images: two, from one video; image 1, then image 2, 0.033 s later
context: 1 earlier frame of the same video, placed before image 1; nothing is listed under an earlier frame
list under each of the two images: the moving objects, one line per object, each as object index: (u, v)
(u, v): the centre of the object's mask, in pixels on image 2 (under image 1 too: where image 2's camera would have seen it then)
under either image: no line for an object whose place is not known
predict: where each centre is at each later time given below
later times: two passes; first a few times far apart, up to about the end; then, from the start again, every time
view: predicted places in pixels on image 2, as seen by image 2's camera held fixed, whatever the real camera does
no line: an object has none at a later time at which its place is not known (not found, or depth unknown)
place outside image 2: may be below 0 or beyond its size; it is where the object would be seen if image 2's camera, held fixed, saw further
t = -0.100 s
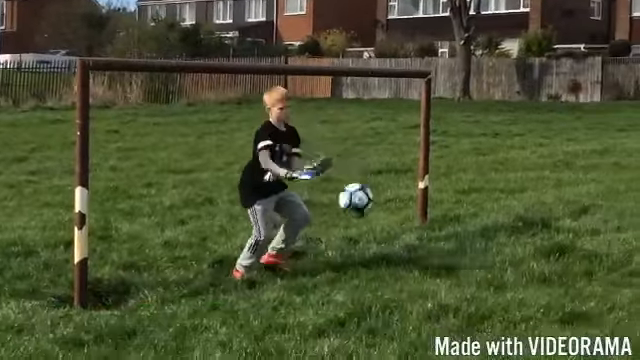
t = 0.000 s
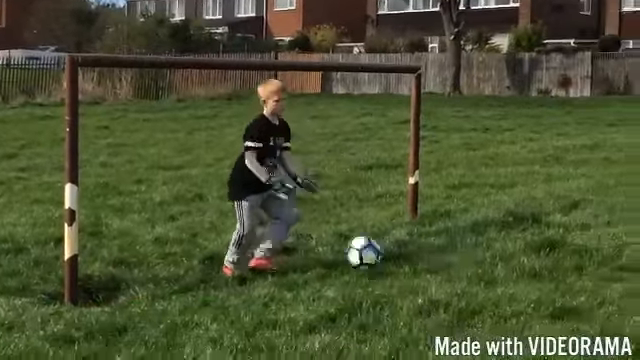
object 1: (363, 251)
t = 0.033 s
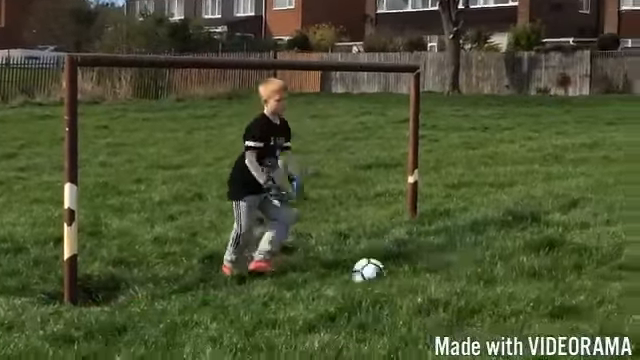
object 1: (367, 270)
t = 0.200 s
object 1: (388, 261)
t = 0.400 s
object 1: (411, 279)
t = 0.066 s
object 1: (373, 272)
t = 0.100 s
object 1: (377, 270)
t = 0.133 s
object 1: (381, 267)
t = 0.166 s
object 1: (385, 265)
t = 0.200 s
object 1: (388, 261)
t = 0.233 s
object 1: (392, 261)
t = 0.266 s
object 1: (396, 262)
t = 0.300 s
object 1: (401, 266)
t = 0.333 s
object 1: (404, 269)
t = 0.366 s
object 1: (408, 274)
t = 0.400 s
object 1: (411, 279)
